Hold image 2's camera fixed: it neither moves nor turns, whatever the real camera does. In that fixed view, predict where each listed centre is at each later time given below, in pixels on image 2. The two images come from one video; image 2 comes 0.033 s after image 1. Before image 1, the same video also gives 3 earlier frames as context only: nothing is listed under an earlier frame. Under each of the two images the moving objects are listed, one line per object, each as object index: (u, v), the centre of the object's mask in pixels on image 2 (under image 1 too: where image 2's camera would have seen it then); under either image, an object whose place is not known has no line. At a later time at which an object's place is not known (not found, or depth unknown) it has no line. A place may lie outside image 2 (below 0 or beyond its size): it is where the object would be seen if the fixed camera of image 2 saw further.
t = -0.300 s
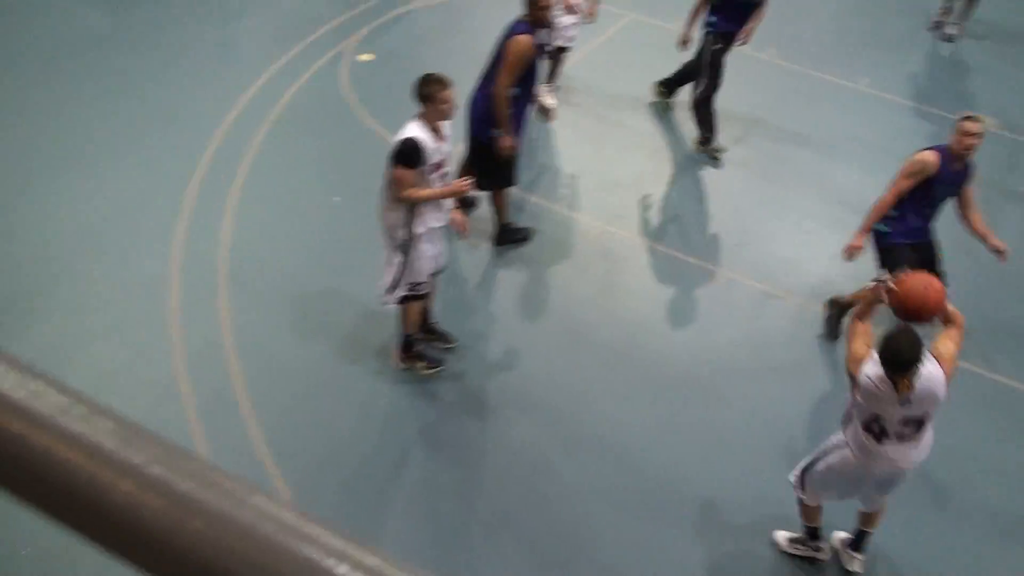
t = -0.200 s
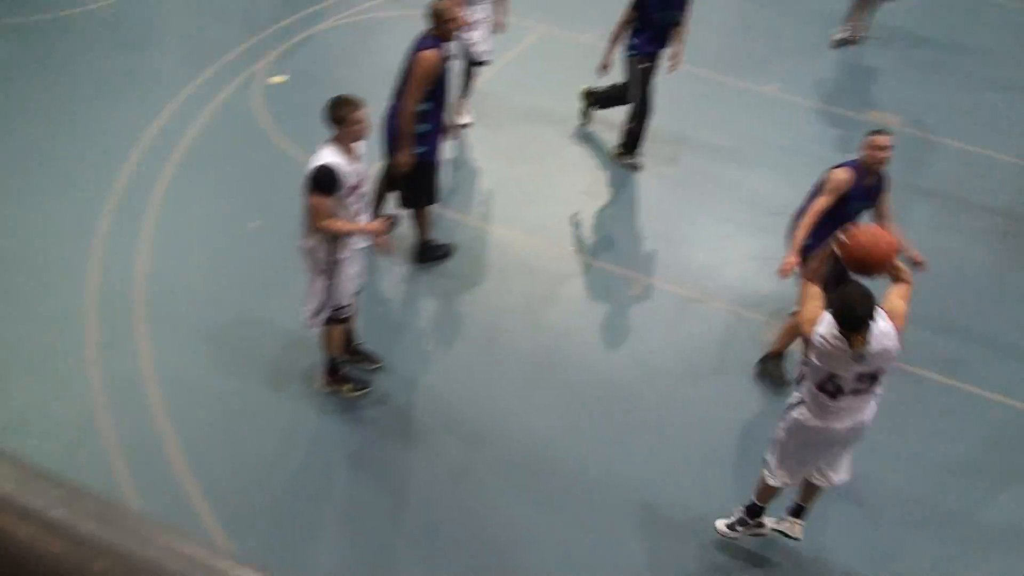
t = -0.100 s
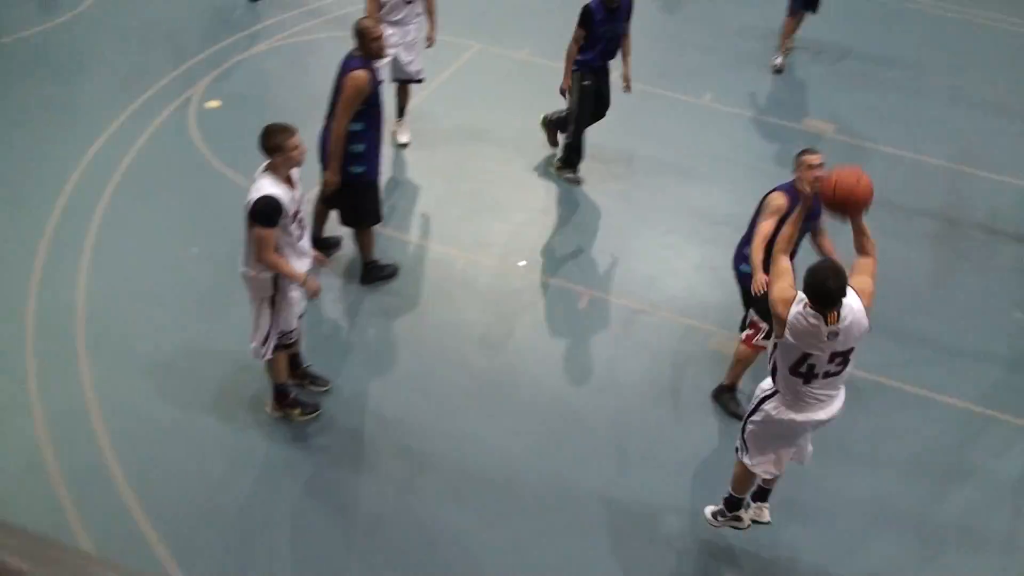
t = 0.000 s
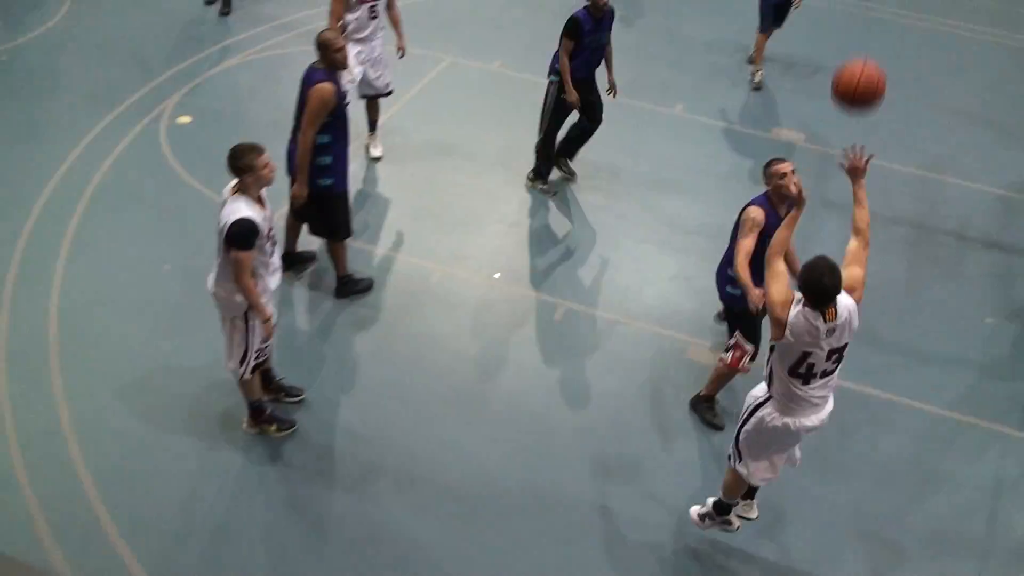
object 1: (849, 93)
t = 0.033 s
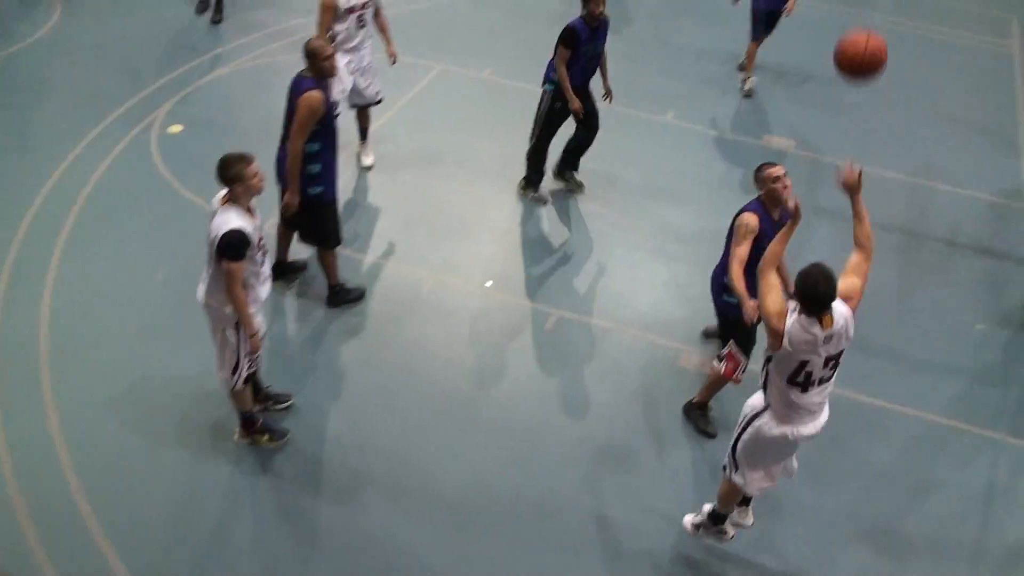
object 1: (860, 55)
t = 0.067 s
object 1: (874, 18)
